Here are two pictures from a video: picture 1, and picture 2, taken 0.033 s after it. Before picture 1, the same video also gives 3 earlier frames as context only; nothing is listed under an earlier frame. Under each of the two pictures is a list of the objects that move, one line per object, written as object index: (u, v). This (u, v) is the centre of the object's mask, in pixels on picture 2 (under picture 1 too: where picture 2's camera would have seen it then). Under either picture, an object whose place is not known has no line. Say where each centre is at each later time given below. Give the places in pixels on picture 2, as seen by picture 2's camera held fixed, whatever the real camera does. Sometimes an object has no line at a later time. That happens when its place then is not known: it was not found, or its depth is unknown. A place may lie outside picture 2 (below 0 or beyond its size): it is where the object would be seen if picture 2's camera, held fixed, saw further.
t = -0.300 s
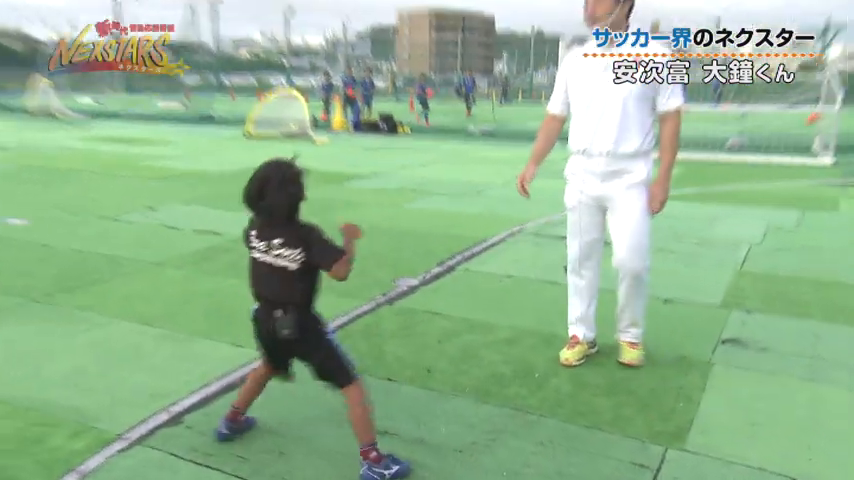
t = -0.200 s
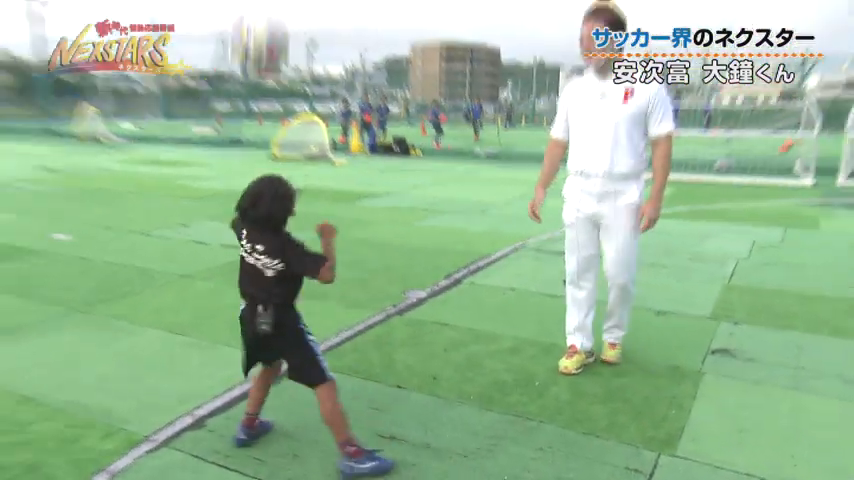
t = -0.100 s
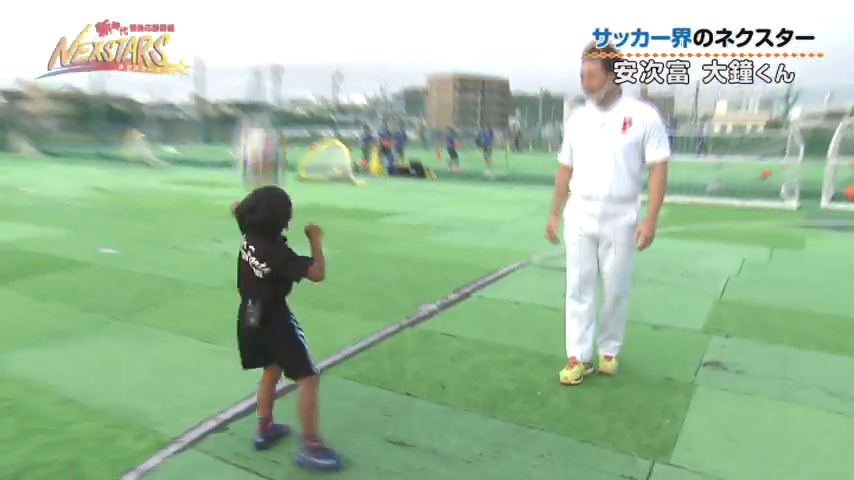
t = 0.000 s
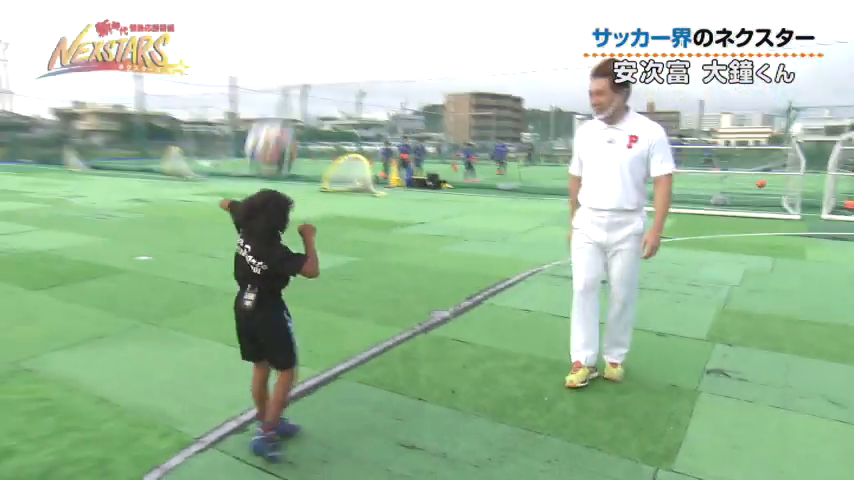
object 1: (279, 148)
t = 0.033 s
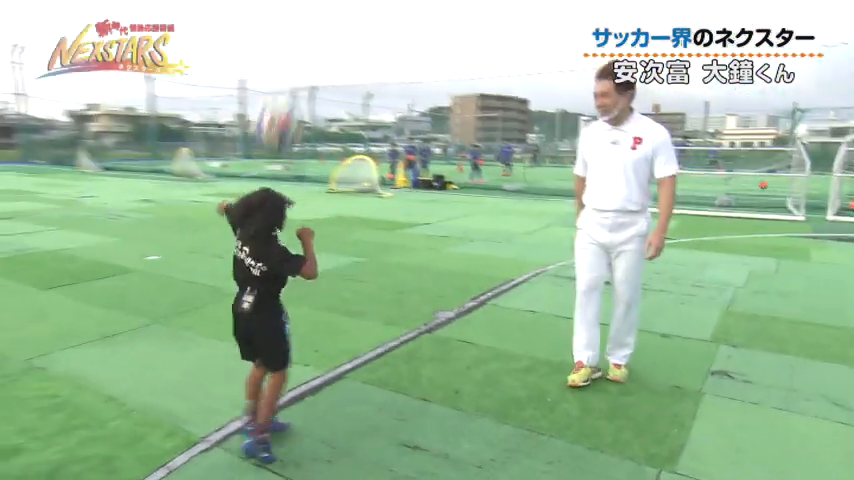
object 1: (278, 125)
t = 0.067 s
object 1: (275, 107)
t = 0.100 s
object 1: (271, 91)
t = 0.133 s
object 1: (268, 76)
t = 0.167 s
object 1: (264, 64)
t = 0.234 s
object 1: (259, 47)
